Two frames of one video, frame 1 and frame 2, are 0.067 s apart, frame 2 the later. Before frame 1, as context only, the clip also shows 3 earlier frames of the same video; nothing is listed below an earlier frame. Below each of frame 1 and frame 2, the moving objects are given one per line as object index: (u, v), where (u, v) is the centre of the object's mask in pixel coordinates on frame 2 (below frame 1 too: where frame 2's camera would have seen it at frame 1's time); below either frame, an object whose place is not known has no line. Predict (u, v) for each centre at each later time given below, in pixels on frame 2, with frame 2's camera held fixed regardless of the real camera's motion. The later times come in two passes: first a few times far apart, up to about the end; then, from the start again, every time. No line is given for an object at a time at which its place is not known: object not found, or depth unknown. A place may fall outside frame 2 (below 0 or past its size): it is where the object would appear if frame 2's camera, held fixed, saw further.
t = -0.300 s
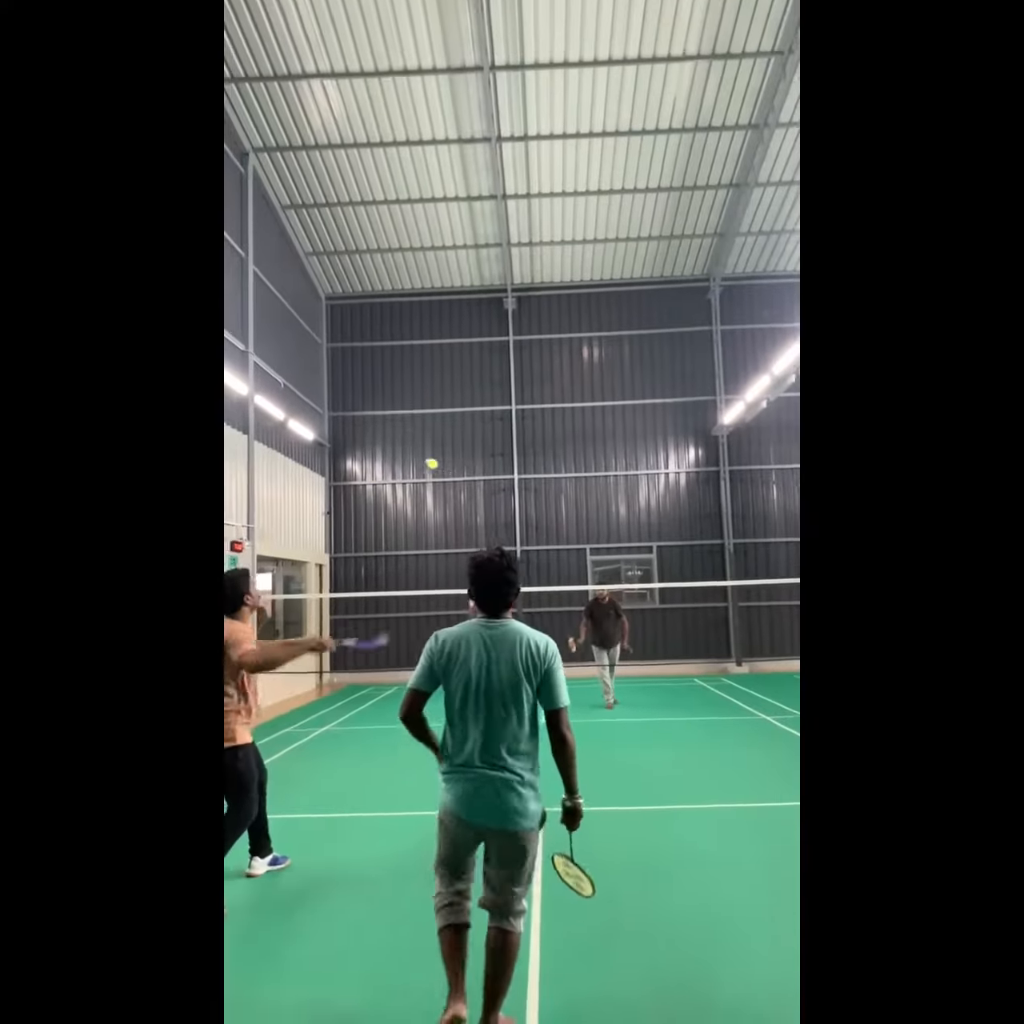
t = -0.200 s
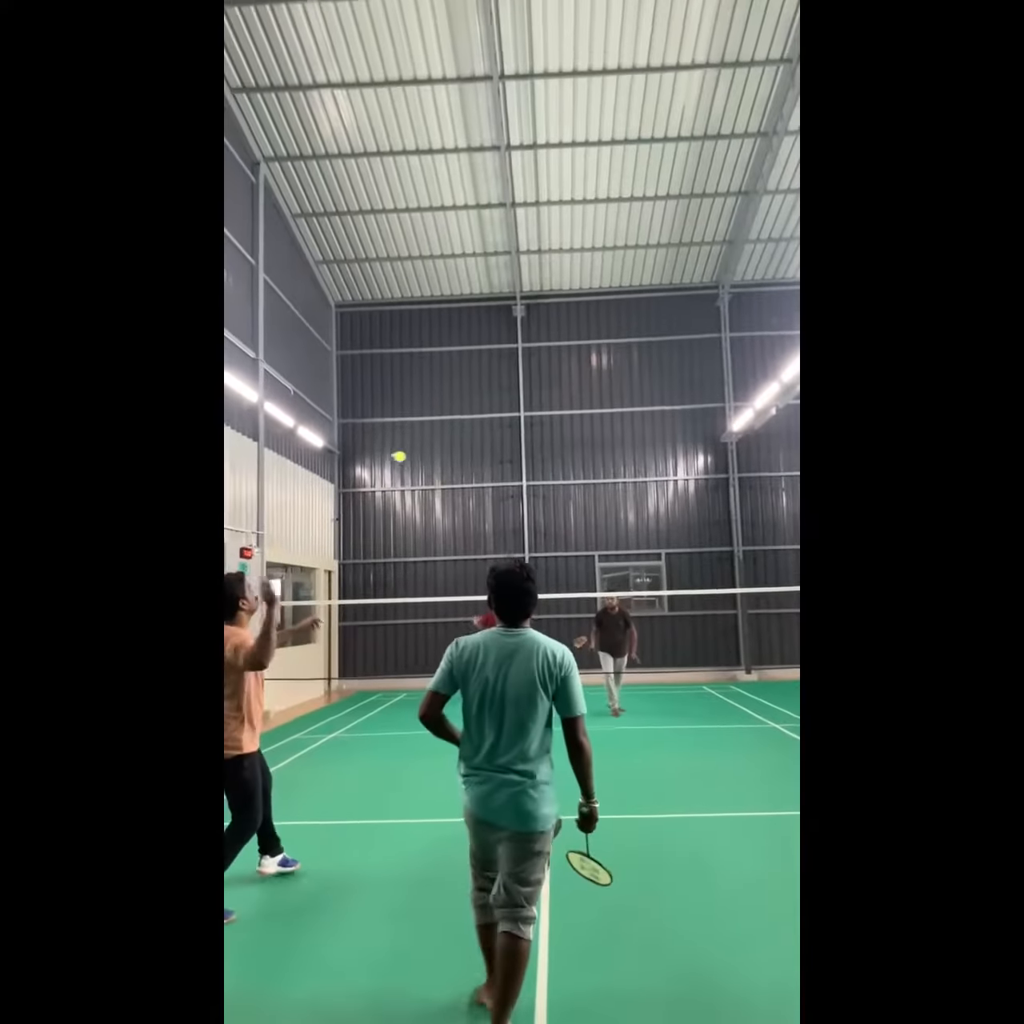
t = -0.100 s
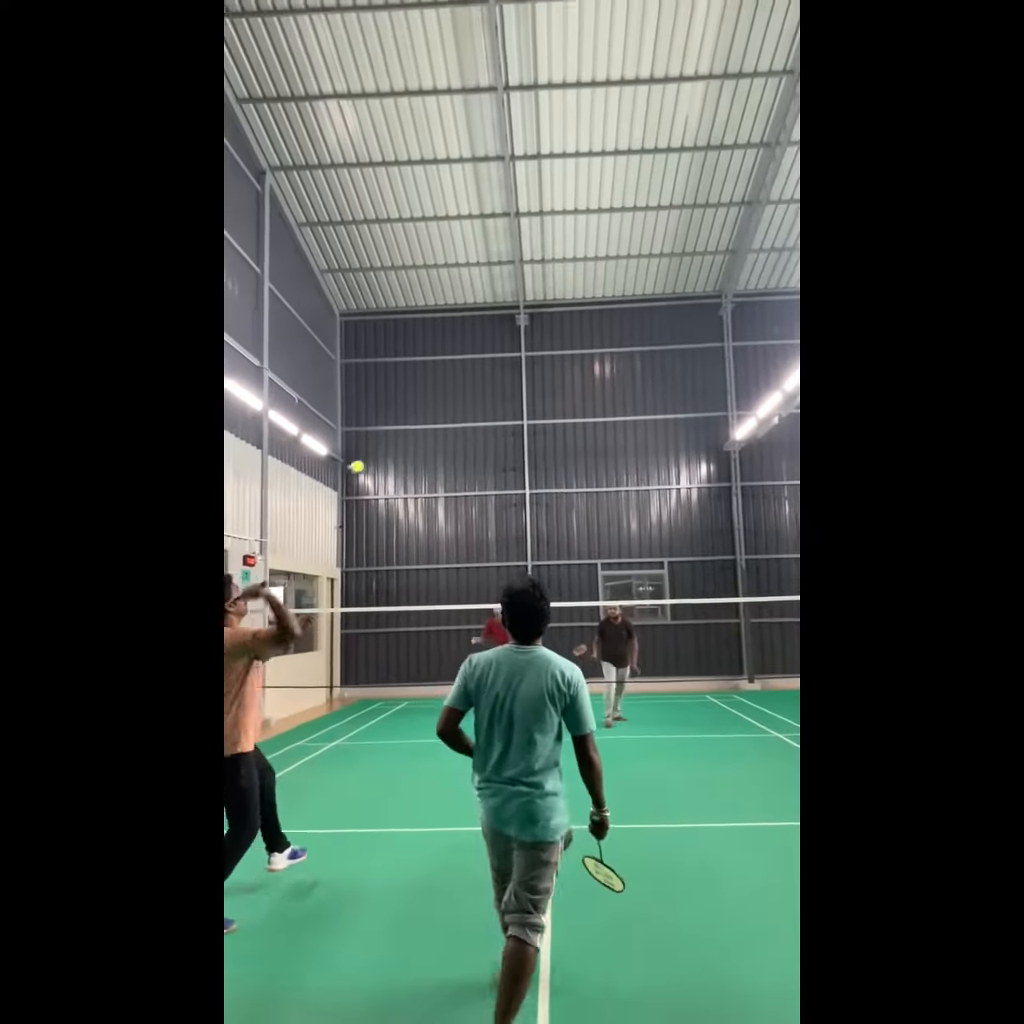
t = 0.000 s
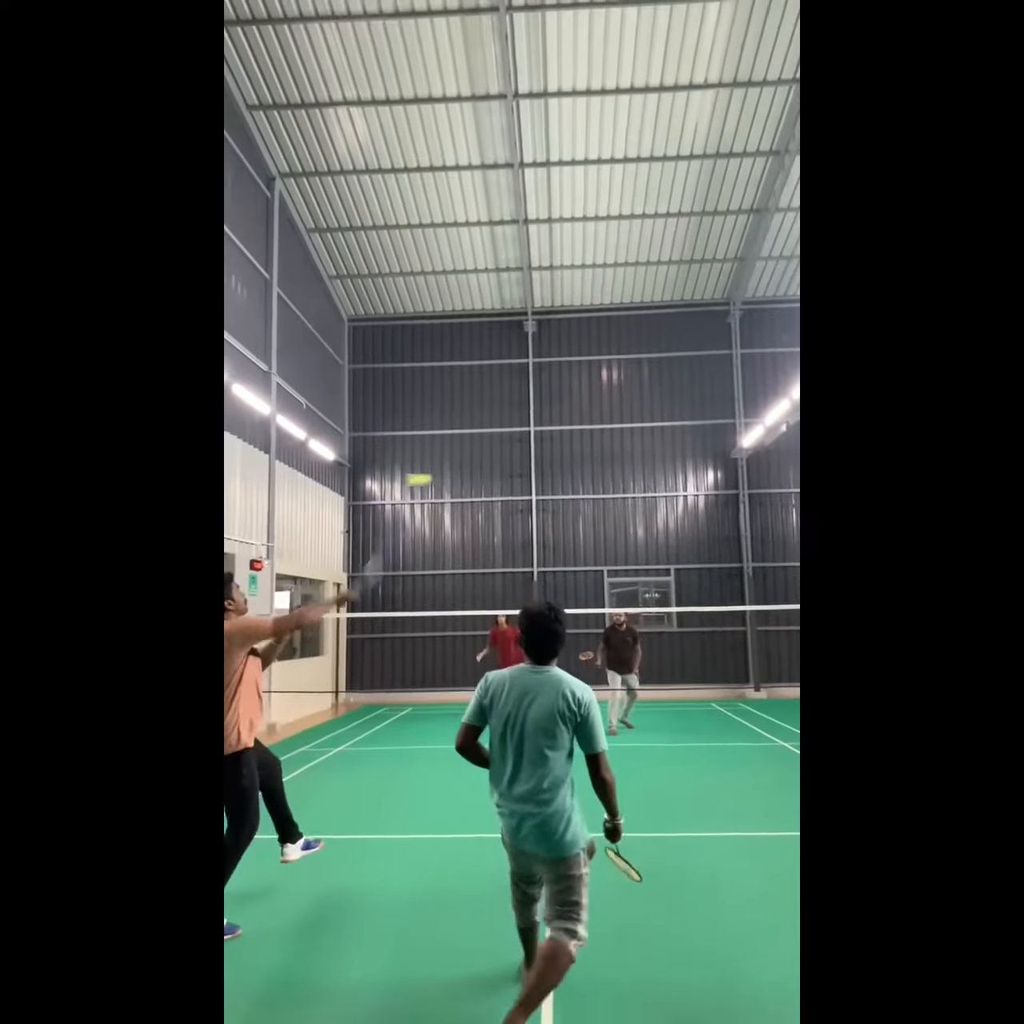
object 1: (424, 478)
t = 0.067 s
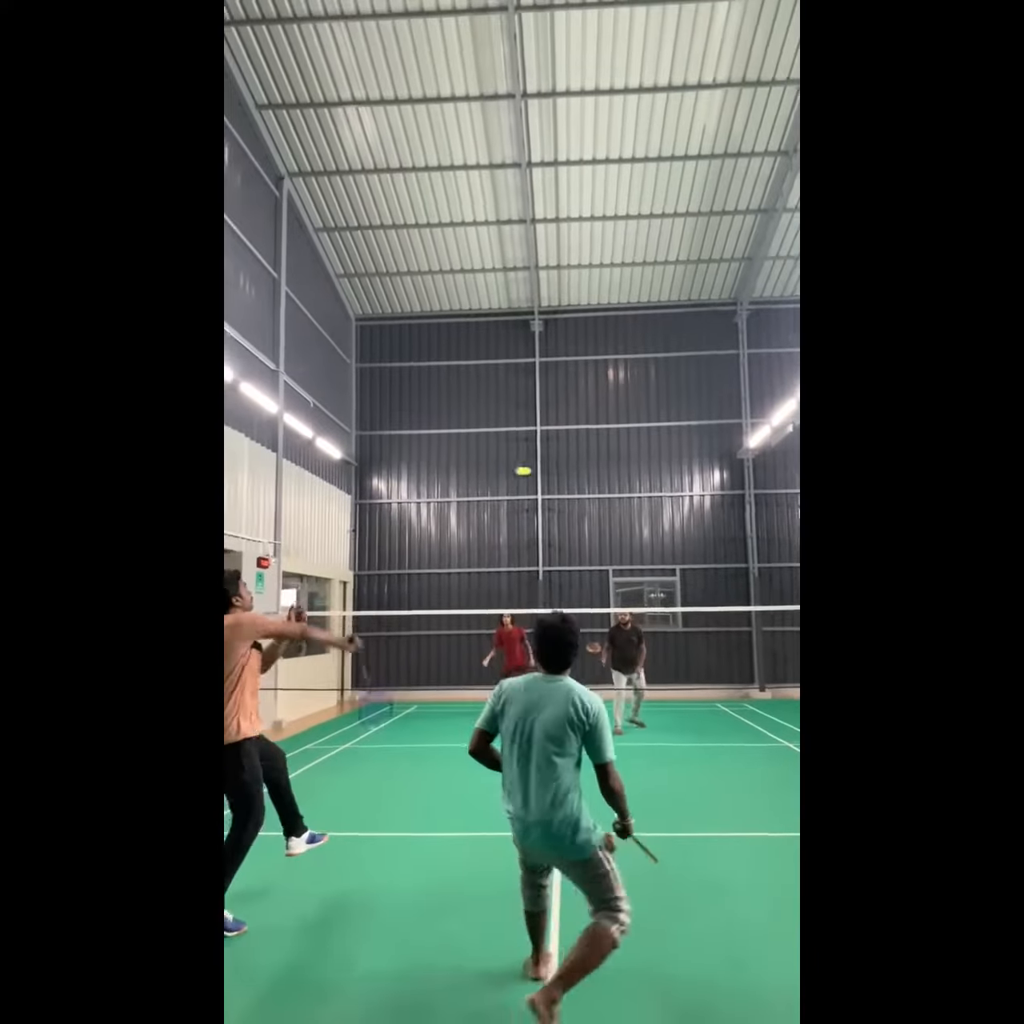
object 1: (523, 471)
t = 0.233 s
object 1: (613, 480)
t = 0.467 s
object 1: (659, 509)
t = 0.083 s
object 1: (537, 470)
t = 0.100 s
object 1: (550, 470)
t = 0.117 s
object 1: (562, 471)
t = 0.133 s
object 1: (572, 472)
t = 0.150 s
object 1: (581, 473)
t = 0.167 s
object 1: (589, 474)
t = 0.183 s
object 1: (595, 475)
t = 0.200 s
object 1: (602, 476)
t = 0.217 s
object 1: (608, 478)
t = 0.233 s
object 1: (613, 480)
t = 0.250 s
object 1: (618, 481)
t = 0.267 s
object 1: (622, 483)
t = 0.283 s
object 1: (626, 484)
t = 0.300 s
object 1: (630, 486)
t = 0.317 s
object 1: (634, 488)
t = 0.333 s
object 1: (637, 490)
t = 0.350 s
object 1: (640, 493)
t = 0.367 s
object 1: (644, 494)
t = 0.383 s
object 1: (646, 497)
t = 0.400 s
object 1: (649, 499)
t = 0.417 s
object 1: (652, 501)
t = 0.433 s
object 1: (655, 504)
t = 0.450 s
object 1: (657, 506)
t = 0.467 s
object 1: (659, 509)
